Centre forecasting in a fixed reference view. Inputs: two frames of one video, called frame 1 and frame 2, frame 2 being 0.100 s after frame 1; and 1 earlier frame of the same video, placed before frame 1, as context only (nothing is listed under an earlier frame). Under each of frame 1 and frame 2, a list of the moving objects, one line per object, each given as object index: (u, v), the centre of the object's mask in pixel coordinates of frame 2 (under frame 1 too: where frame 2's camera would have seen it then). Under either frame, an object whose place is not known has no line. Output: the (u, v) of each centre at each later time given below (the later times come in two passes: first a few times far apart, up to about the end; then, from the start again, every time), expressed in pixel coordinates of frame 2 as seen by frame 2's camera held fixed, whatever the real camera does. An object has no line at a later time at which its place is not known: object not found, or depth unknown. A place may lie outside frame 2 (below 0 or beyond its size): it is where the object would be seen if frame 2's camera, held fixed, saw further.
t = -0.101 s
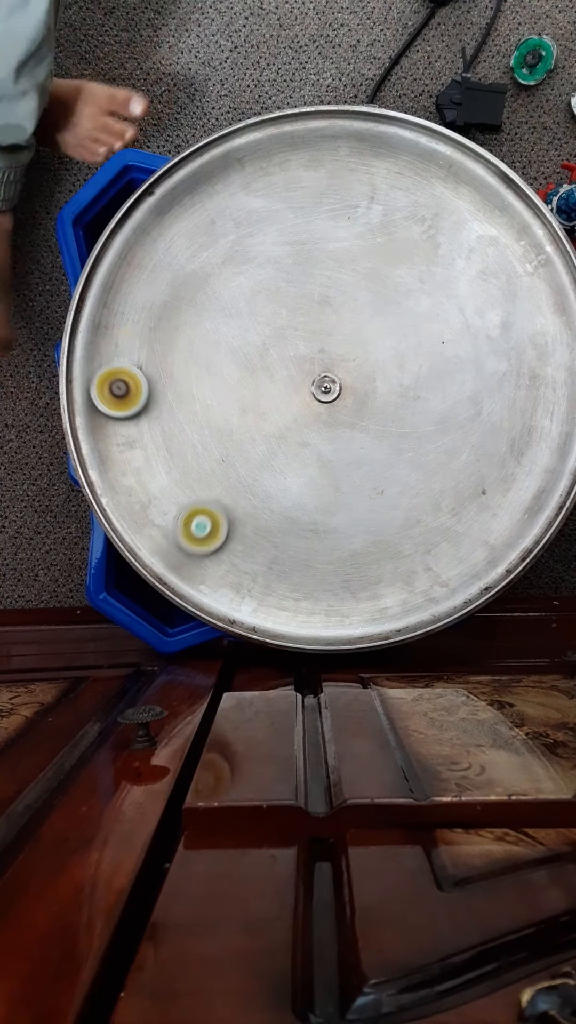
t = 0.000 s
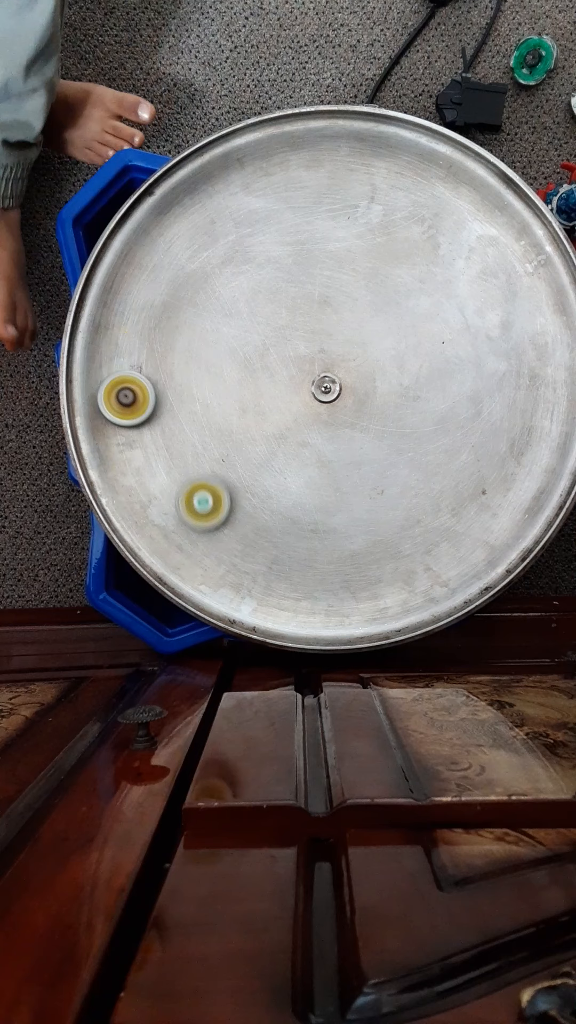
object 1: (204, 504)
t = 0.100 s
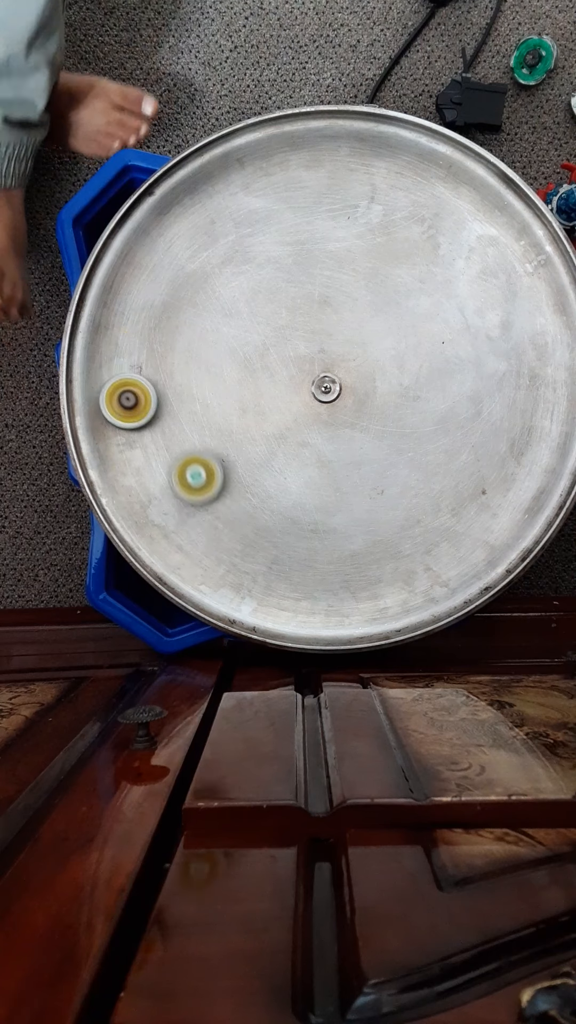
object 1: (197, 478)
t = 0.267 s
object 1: (189, 443)
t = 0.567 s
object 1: (264, 422)
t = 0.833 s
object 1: (297, 363)
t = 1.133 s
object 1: (299, 294)
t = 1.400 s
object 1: (257, 258)
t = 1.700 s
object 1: (274, 160)
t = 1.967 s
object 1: (242, 185)
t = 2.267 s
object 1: (233, 252)
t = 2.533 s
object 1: (287, 281)
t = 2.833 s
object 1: (338, 319)
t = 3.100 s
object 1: (363, 366)
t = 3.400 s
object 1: (378, 433)
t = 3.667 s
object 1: (364, 484)
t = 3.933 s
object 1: (352, 483)
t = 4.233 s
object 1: (306, 442)
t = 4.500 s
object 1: (249, 414)
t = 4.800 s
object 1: (177, 403)
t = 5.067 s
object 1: (130, 432)
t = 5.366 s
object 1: (154, 495)
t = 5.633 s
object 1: (203, 483)
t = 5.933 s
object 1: (194, 465)
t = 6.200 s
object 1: (186, 476)
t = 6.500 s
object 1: (197, 474)
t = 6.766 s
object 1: (191, 443)
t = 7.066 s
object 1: (165, 417)
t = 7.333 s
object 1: (163, 433)
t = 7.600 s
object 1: (165, 416)
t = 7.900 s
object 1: (151, 404)
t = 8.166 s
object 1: (166, 392)
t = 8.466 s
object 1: (174, 352)
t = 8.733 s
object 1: (171, 331)
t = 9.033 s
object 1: (176, 339)
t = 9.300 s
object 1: (188, 284)
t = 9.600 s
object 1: (159, 250)
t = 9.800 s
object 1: (168, 285)
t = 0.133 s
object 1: (194, 469)
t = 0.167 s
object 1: (191, 461)
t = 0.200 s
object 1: (187, 453)
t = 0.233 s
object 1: (182, 443)
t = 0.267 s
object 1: (189, 443)
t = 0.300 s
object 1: (206, 452)
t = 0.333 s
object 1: (218, 456)
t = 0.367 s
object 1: (227, 456)
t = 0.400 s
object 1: (235, 453)
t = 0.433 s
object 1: (241, 449)
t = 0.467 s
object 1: (247, 442)
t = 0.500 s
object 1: (253, 436)
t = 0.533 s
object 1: (259, 428)
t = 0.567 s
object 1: (264, 422)
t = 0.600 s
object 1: (269, 414)
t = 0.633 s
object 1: (274, 407)
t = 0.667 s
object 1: (279, 400)
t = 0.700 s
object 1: (282, 392)
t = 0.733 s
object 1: (287, 384)
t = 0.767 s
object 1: (291, 378)
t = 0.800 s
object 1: (294, 371)
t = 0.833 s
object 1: (297, 363)
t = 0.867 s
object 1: (299, 356)
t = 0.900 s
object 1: (301, 349)
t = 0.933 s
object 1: (302, 341)
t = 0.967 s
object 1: (303, 332)
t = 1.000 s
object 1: (304, 324)
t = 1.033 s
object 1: (304, 316)
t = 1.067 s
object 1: (303, 309)
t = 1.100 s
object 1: (301, 301)
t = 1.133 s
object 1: (299, 294)
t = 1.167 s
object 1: (296, 288)
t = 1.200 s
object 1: (292, 281)
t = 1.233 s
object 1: (287, 275)
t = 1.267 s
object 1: (282, 270)
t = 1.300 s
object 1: (277, 266)
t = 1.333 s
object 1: (271, 262)
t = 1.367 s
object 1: (265, 260)
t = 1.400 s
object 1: (257, 258)
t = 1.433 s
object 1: (250, 257)
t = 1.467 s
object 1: (243, 257)
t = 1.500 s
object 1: (234, 258)
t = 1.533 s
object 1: (228, 260)
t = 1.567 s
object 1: (225, 258)
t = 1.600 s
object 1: (243, 227)
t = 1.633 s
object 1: (257, 198)
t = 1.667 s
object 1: (267, 175)
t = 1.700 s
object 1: (274, 160)
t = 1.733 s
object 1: (277, 153)
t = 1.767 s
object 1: (278, 153)
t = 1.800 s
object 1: (275, 158)
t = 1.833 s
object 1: (270, 166)
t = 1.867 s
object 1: (264, 173)
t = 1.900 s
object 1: (257, 178)
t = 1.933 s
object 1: (250, 182)
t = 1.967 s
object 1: (242, 185)
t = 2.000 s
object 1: (234, 189)
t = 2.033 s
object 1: (227, 194)
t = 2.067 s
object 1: (221, 202)
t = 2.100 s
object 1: (217, 210)
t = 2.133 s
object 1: (217, 221)
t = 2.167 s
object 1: (219, 231)
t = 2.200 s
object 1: (222, 238)
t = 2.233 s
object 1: (228, 246)
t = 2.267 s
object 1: (233, 252)
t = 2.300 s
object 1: (239, 257)
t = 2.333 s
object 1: (246, 261)
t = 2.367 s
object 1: (252, 264)
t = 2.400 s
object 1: (260, 267)
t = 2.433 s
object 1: (267, 270)
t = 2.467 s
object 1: (274, 274)
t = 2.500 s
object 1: (280, 278)
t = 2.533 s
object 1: (287, 281)
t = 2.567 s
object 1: (293, 285)
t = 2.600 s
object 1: (299, 289)
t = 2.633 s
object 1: (305, 293)
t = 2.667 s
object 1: (311, 297)
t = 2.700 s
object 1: (317, 301)
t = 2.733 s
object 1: (322, 305)
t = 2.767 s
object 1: (328, 310)
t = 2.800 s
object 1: (333, 314)
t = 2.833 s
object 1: (338, 319)
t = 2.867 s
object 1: (343, 324)
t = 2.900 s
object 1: (347, 329)
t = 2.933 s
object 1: (351, 334)
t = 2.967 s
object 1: (354, 340)
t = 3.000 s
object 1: (357, 346)
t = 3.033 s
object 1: (360, 352)
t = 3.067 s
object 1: (362, 359)
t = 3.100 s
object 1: (363, 366)
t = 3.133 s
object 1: (364, 374)
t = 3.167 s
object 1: (365, 382)
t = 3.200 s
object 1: (367, 390)
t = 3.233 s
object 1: (369, 397)
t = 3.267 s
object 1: (372, 404)
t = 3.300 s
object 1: (374, 411)
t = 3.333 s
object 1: (377, 420)
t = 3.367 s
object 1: (378, 427)
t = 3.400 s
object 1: (378, 433)
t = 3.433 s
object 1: (379, 440)
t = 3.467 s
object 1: (377, 447)
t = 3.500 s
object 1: (376, 453)
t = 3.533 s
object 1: (373, 459)
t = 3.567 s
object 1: (371, 466)
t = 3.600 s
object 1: (369, 472)
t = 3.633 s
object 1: (367, 478)
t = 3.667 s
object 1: (364, 484)
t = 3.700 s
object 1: (362, 490)
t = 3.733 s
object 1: (359, 497)
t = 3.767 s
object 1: (356, 502)
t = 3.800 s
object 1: (354, 506)
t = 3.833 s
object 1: (355, 502)
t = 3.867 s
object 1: (356, 497)
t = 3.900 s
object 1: (354, 490)
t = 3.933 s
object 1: (352, 483)
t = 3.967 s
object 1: (350, 478)
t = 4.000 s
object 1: (346, 472)
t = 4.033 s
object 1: (341, 467)
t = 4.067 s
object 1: (336, 463)
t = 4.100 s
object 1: (330, 458)
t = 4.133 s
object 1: (324, 454)
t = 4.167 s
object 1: (318, 450)
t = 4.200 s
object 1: (313, 446)
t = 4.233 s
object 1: (306, 442)
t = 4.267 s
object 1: (300, 438)
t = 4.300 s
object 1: (294, 435)
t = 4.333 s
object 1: (287, 431)
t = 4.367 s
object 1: (279, 427)
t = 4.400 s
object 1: (273, 424)
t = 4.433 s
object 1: (265, 420)
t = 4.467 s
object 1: (257, 417)
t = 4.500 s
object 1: (249, 414)
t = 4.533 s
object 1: (242, 412)
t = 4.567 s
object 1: (234, 410)
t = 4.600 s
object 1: (226, 408)
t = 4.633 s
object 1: (218, 406)
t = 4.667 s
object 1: (210, 405)
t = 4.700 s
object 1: (201, 404)
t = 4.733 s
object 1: (194, 403)
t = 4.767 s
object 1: (185, 403)
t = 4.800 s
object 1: (177, 403)
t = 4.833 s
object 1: (170, 404)
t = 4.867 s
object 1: (162, 404)
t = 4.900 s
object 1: (156, 407)
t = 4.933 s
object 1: (150, 410)
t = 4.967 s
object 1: (143, 415)
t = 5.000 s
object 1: (138, 419)
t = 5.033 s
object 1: (133, 426)
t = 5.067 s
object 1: (130, 432)
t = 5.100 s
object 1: (128, 439)
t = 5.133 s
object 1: (128, 448)
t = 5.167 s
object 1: (128, 455)
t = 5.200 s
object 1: (130, 462)
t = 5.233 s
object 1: (133, 470)
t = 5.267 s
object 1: (137, 478)
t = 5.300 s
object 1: (142, 484)
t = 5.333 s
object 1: (147, 489)
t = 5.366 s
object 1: (154, 495)
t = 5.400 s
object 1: (160, 498)
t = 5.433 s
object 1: (167, 500)
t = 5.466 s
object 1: (175, 501)
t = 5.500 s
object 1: (182, 499)
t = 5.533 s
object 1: (188, 496)
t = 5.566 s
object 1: (194, 493)
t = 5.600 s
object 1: (199, 489)
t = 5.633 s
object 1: (203, 483)
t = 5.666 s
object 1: (206, 478)
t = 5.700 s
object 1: (209, 471)
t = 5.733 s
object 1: (207, 468)
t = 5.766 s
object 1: (206, 467)
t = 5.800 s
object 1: (207, 467)
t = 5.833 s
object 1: (205, 466)
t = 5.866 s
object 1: (202, 466)
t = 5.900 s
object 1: (198, 465)
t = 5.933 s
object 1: (194, 465)
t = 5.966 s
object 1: (192, 466)
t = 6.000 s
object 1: (189, 467)
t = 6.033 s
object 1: (188, 468)
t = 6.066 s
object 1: (187, 469)
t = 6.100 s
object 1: (185, 471)
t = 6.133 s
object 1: (185, 473)
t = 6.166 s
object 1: (185, 475)
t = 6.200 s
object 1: (186, 476)
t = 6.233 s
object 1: (187, 478)
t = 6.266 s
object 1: (188, 479)
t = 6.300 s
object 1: (190, 480)
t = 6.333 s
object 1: (191, 480)
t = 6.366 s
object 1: (192, 480)
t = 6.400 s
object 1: (194, 479)
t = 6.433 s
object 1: (195, 478)
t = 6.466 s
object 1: (196, 477)
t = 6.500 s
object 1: (197, 474)
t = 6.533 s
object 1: (198, 471)
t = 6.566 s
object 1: (198, 470)
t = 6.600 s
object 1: (198, 465)
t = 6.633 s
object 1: (197, 462)
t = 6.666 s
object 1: (196, 457)
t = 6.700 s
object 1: (194, 452)
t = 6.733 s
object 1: (192, 447)
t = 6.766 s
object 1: (191, 443)
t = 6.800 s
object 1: (188, 438)
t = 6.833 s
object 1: (185, 435)
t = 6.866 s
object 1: (183, 431)
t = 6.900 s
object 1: (180, 428)
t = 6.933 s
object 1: (177, 425)
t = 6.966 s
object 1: (174, 422)
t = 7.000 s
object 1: (171, 420)
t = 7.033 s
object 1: (168, 418)
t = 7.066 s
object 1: (165, 417)
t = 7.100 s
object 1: (163, 417)
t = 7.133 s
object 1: (161, 418)
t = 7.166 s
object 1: (160, 419)
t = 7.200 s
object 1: (159, 422)
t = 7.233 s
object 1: (159, 425)
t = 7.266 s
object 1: (160, 428)
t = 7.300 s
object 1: (161, 430)
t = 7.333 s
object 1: (163, 433)
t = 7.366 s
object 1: (165, 434)
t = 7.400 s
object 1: (168, 435)
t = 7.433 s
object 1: (170, 434)
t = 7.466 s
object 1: (172, 433)
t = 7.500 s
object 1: (173, 431)
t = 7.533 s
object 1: (170, 424)
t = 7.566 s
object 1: (167, 420)
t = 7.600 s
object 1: (165, 416)
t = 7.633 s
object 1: (162, 412)
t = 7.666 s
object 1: (159, 409)
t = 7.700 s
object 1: (156, 406)
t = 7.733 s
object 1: (154, 405)
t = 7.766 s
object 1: (153, 404)
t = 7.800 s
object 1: (152, 404)
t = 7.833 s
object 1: (151, 404)
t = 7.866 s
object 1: (151, 404)
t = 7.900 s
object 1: (151, 404)
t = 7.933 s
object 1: (152, 404)
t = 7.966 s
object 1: (154, 404)
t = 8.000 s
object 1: (156, 404)
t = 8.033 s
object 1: (158, 403)
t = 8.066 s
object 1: (159, 401)
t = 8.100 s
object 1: (162, 399)
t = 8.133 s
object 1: (164, 396)
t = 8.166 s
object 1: (166, 392)
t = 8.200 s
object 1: (168, 388)
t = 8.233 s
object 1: (169, 384)
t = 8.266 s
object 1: (170, 378)
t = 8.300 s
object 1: (171, 374)
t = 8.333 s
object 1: (173, 370)
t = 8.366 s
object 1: (174, 365)
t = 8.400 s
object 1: (174, 361)
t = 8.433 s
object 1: (175, 356)
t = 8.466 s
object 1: (174, 352)
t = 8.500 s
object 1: (174, 346)
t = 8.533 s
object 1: (174, 343)
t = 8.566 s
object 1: (173, 339)
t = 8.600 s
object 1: (173, 337)
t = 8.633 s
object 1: (172, 334)
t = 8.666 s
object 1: (172, 333)
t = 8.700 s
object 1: (171, 332)
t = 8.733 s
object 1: (171, 331)
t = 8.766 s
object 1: (171, 331)
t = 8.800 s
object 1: (171, 332)
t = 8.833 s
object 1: (171, 333)
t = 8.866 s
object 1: (171, 333)
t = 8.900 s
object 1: (171, 334)
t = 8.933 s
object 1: (172, 335)
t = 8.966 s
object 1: (173, 336)
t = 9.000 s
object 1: (174, 338)
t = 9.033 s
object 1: (176, 339)
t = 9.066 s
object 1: (178, 340)
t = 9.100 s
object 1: (180, 341)
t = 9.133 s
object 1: (181, 342)
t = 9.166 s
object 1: (183, 343)
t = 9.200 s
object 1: (186, 343)
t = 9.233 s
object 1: (188, 318)
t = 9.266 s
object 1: (189, 298)
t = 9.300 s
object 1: (188, 284)
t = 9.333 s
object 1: (187, 275)
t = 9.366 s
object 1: (185, 268)
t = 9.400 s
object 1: (182, 261)
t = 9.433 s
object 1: (179, 256)
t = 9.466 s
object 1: (176, 250)
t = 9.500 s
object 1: (172, 246)
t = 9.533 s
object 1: (168, 245)
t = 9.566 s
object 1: (164, 246)
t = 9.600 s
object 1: (159, 250)
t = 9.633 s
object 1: (157, 256)
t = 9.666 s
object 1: (155, 262)
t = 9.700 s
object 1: (155, 269)
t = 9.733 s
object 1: (157, 275)
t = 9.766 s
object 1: (163, 282)
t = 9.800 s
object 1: (168, 285)
